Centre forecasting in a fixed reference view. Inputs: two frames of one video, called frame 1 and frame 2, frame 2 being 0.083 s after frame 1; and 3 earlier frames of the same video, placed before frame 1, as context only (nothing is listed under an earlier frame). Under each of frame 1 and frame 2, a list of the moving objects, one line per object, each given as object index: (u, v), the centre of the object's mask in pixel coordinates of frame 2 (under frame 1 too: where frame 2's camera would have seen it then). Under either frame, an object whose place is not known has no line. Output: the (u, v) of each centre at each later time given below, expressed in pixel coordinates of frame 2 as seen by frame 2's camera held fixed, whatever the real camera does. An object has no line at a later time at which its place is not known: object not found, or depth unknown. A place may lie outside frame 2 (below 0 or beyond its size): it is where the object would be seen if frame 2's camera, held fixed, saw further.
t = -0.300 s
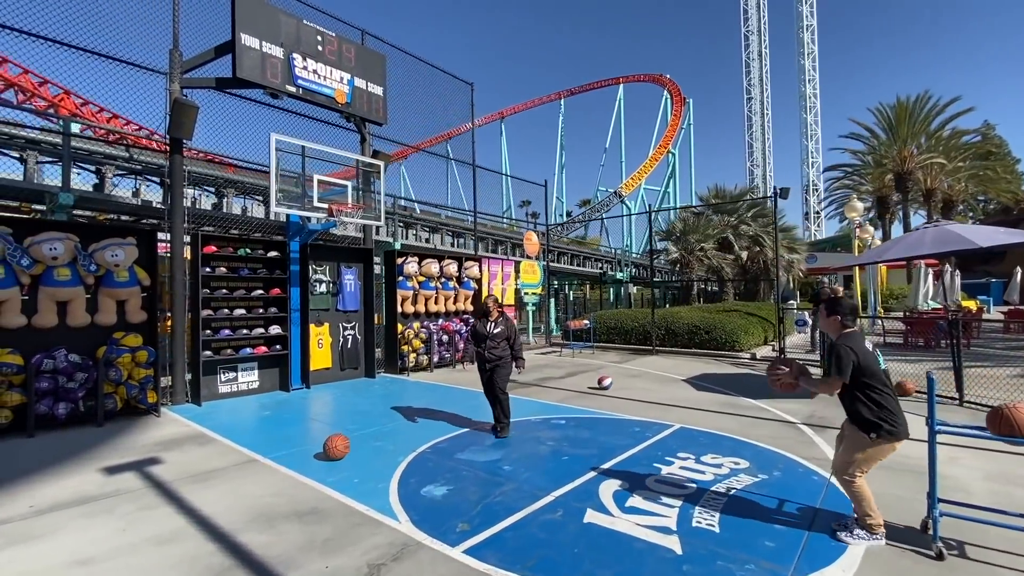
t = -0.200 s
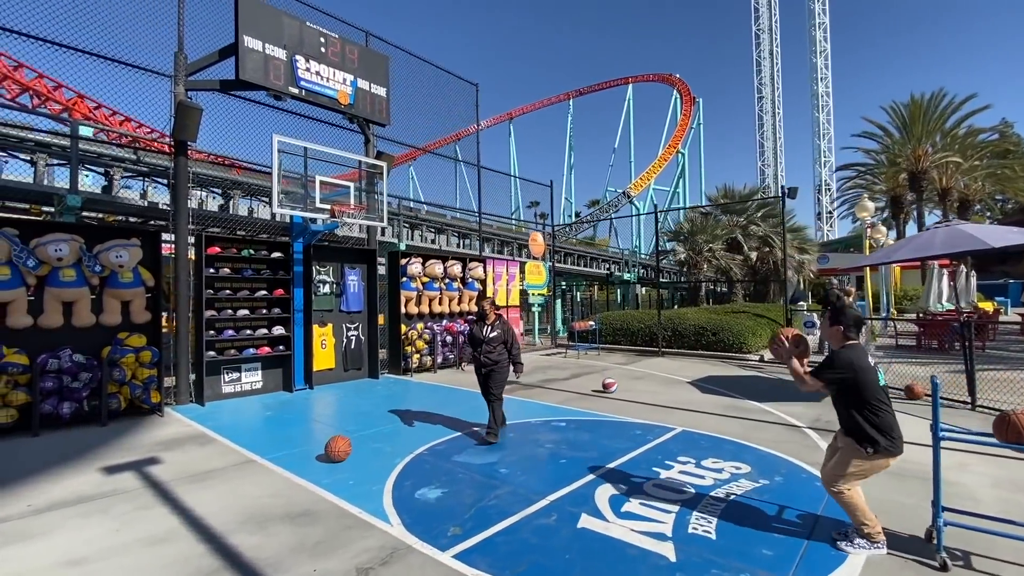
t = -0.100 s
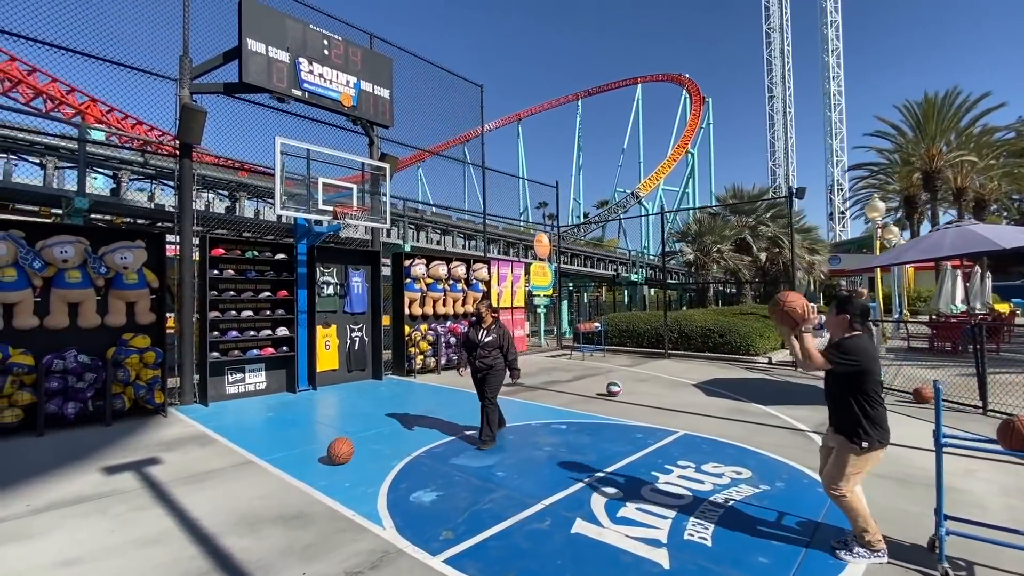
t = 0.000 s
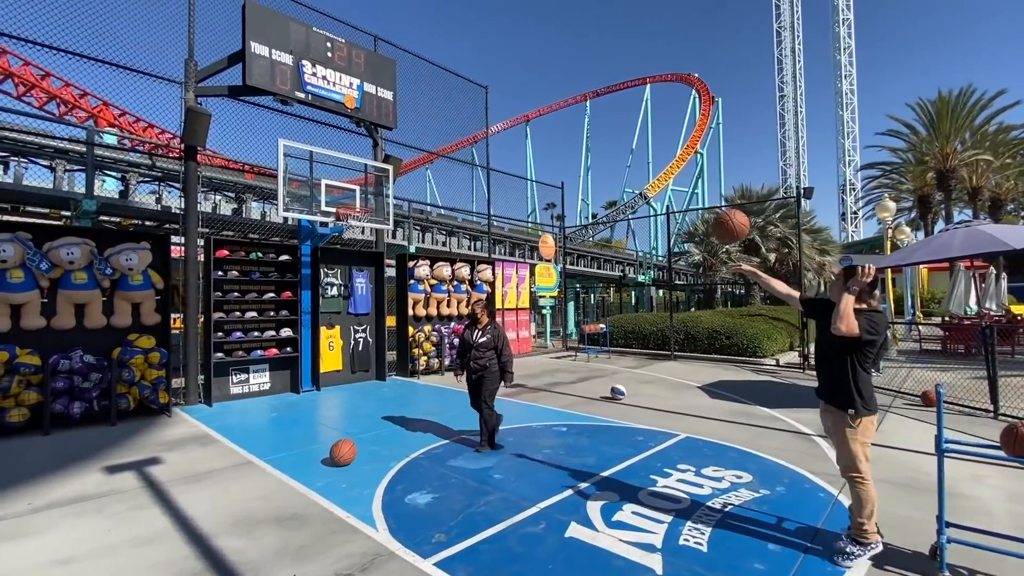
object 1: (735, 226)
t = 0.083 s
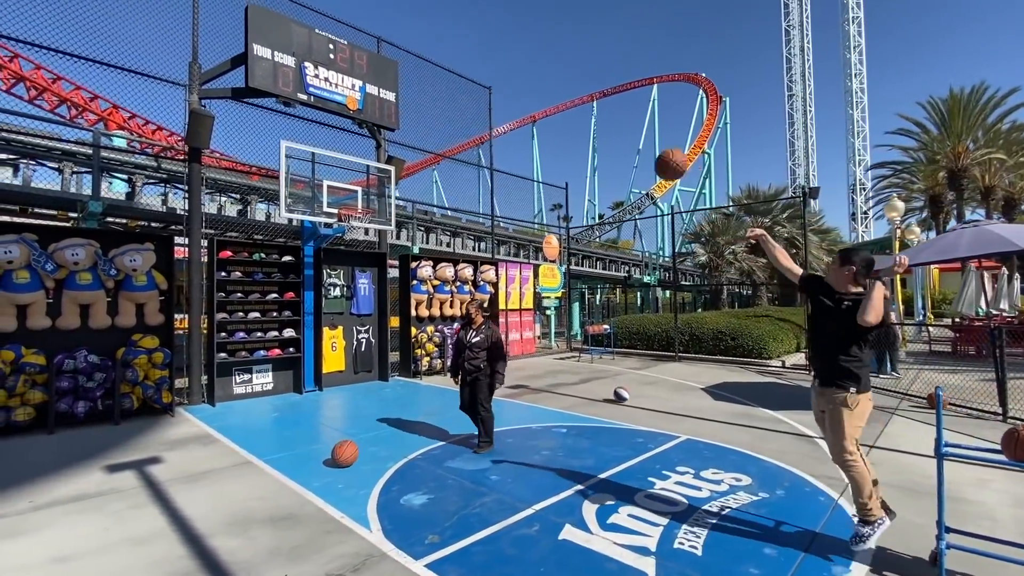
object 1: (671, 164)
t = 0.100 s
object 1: (660, 154)
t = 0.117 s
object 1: (648, 144)
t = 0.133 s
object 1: (637, 135)
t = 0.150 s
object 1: (627, 127)
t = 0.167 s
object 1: (617, 119)
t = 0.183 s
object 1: (608, 111)
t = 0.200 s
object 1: (599, 104)
